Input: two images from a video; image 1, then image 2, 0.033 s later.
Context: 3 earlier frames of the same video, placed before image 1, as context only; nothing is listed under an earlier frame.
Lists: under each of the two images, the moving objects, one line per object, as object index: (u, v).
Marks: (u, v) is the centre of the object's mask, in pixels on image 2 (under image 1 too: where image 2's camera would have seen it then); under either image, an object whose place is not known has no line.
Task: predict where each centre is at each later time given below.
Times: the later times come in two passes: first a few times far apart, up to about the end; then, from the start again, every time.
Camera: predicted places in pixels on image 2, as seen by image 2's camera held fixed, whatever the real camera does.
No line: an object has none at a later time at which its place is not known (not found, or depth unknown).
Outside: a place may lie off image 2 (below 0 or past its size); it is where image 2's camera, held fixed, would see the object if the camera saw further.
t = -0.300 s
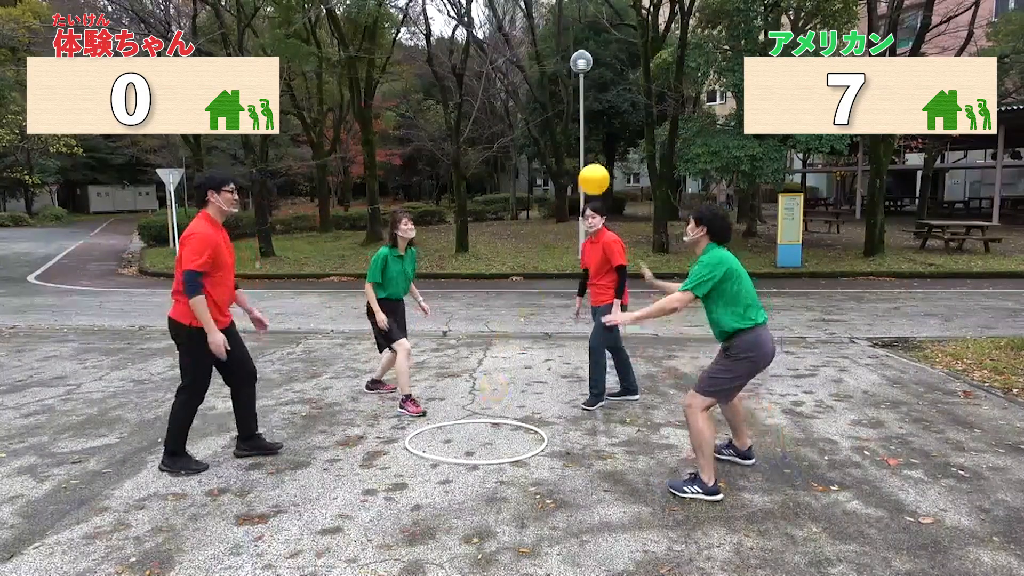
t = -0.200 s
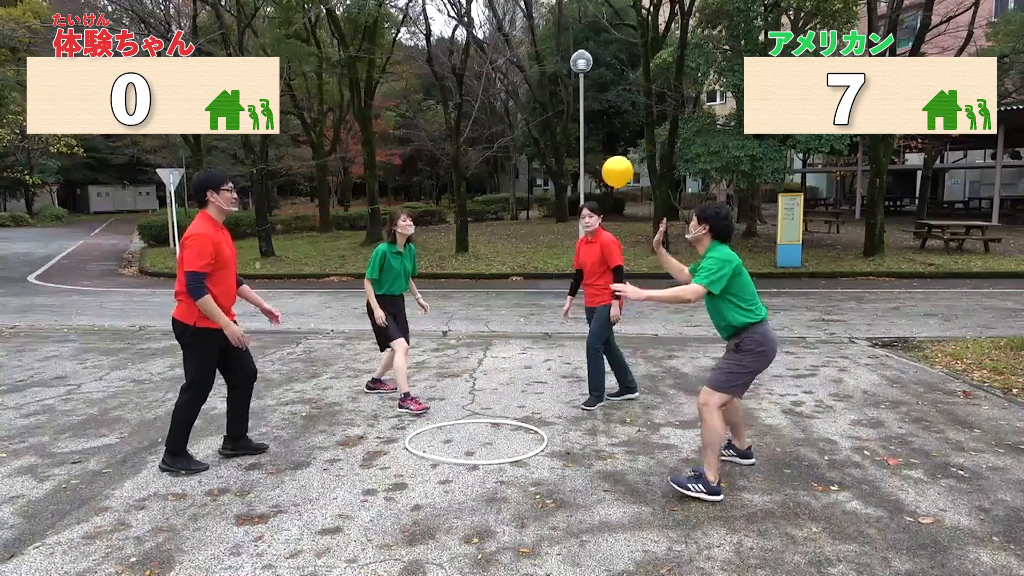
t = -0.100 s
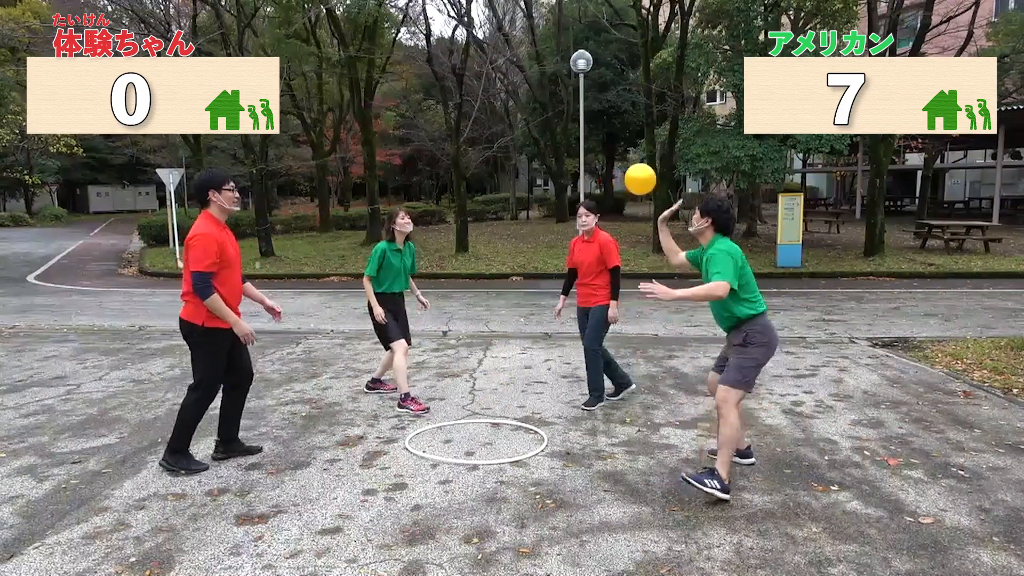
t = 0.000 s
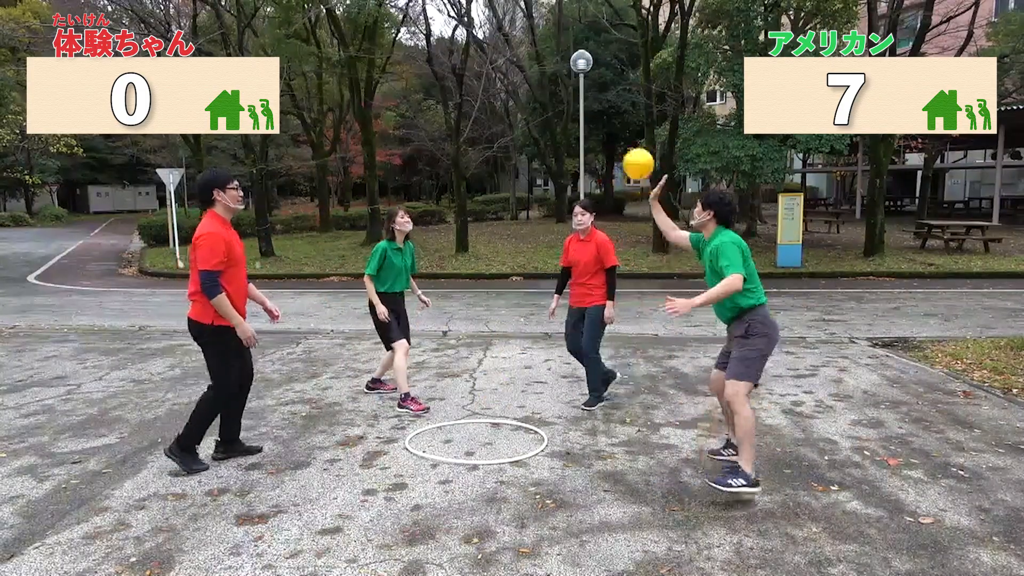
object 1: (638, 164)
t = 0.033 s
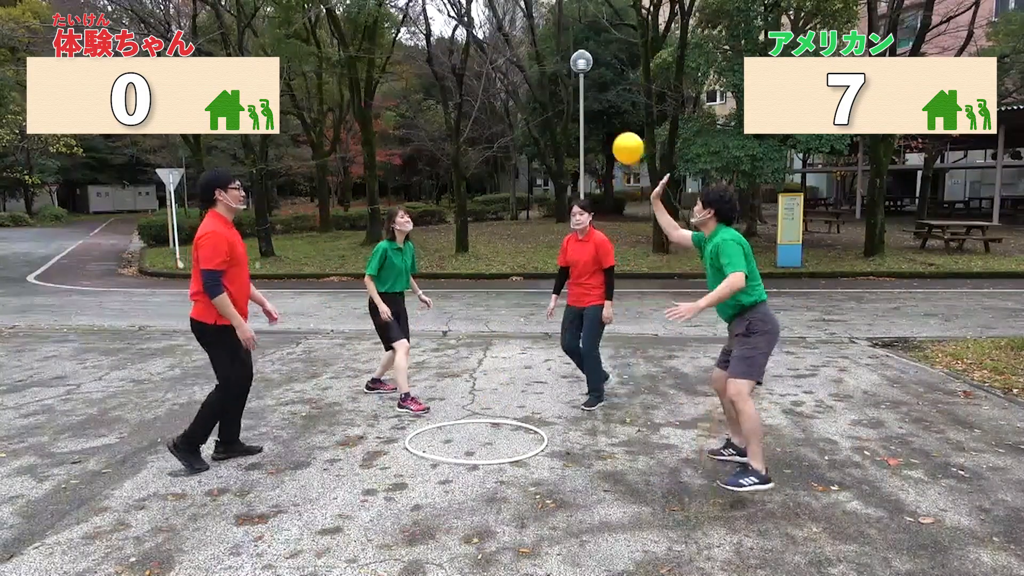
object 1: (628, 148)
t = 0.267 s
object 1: (561, 86)
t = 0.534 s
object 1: (494, 118)
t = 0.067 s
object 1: (618, 134)
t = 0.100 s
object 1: (608, 122)
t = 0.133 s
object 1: (599, 111)
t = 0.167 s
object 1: (589, 102)
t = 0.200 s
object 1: (579, 95)
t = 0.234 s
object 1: (570, 90)
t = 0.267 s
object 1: (561, 86)
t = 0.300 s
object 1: (552, 85)
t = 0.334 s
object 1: (543, 85)
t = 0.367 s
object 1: (535, 86)
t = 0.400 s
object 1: (526, 89)
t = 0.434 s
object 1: (518, 94)
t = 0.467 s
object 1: (509, 101)
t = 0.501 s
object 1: (501, 108)
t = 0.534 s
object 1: (494, 118)
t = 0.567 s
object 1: (486, 129)
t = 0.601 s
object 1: (479, 141)
